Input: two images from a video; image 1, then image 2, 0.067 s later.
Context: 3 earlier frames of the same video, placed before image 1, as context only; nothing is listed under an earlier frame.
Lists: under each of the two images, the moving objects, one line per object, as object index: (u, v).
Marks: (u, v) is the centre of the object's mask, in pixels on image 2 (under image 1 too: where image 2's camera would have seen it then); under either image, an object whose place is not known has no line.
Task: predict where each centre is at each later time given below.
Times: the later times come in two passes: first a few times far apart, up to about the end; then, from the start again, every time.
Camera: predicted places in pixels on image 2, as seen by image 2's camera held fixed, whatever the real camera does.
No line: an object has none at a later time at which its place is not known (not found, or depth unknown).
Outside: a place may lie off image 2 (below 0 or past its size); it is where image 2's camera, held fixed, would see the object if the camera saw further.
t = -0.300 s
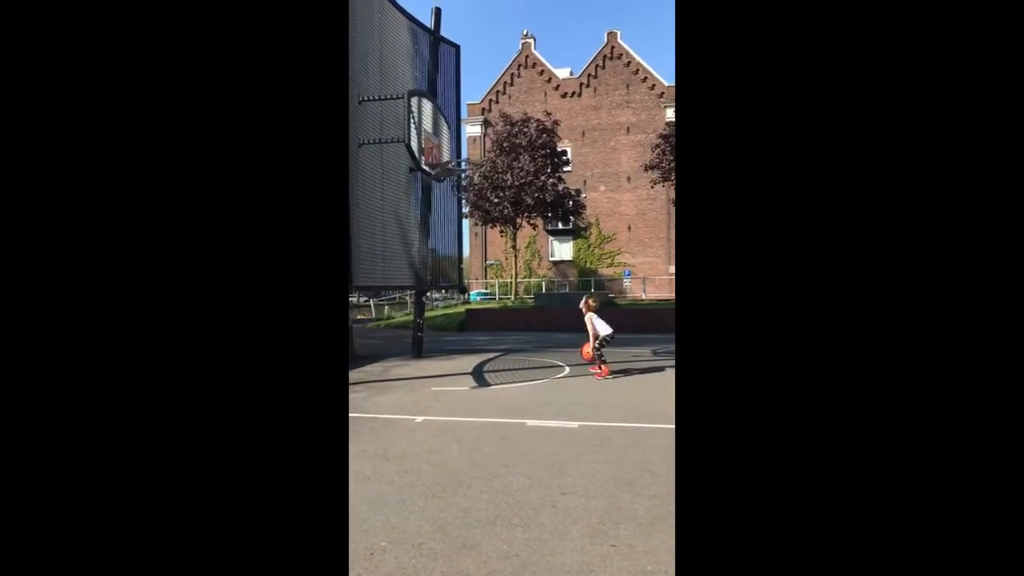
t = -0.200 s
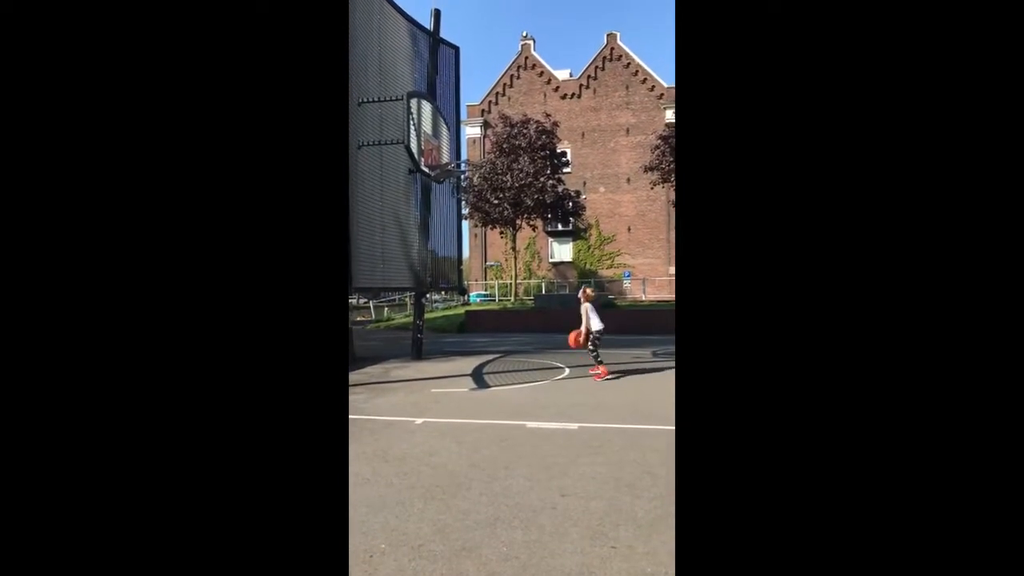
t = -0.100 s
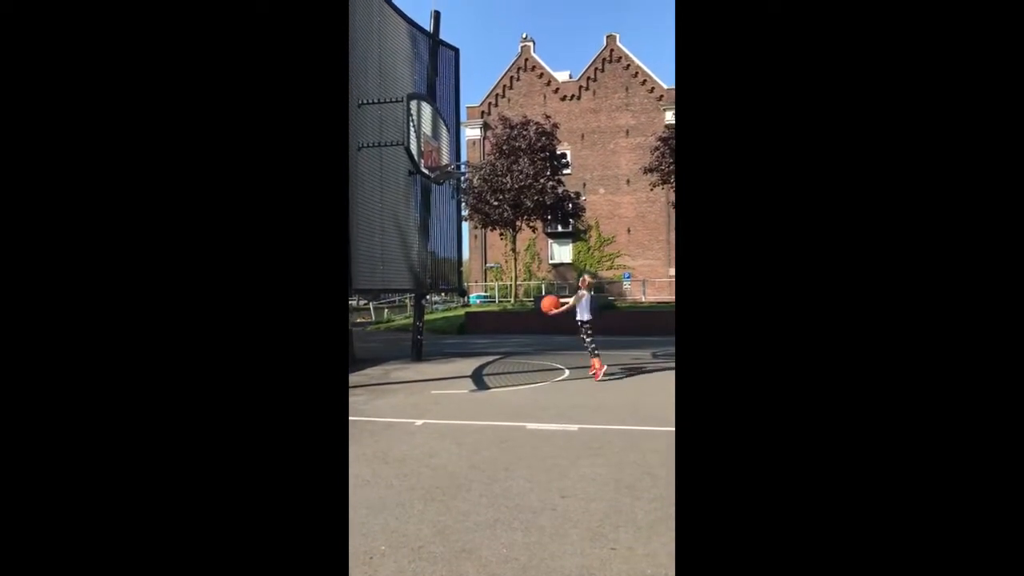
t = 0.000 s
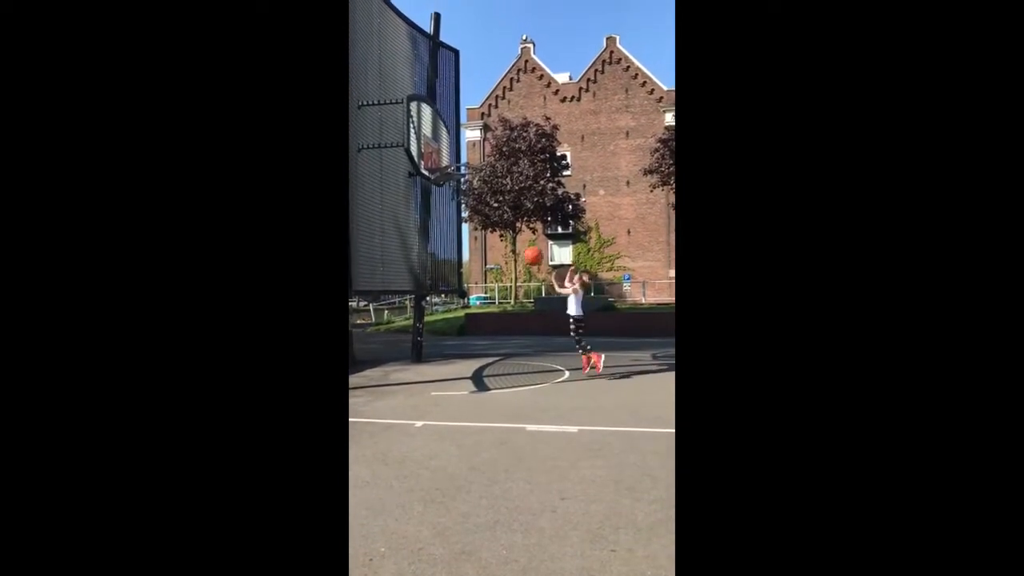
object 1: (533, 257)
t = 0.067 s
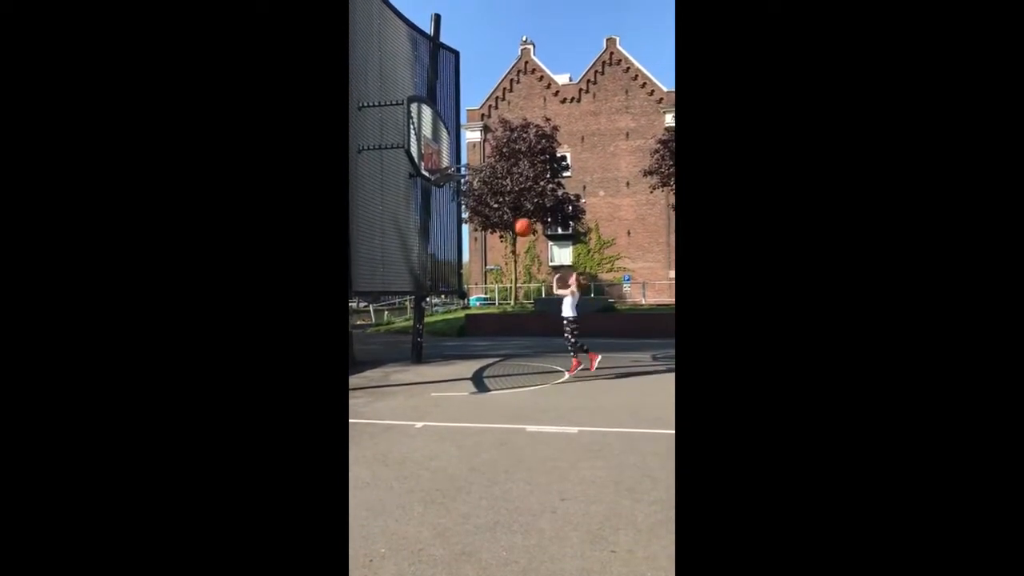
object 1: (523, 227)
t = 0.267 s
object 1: (494, 160)
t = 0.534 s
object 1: (457, 122)
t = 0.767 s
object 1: (446, 134)
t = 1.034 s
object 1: (460, 172)
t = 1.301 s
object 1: (455, 185)
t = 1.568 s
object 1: (462, 226)
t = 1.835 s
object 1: (467, 318)
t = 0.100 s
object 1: (518, 213)
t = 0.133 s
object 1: (514, 200)
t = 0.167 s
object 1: (507, 190)
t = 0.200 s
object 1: (502, 179)
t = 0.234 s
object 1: (498, 169)
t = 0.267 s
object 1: (494, 160)
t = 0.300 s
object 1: (490, 153)
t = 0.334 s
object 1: (485, 146)
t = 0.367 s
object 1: (480, 141)
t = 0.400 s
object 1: (475, 136)
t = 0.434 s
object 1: (471, 131)
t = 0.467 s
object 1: (465, 127)
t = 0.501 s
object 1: (461, 124)
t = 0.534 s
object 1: (457, 122)
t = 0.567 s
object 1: (452, 122)
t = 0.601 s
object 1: (448, 123)
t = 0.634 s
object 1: (444, 124)
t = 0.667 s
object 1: (440, 126)
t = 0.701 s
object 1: (439, 128)
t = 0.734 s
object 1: (442, 131)
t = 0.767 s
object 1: (446, 134)
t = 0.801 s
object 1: (451, 137)
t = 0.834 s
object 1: (455, 142)
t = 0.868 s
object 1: (459, 148)
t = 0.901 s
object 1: (463, 153)
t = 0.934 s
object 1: (468, 158)
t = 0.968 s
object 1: (468, 167)
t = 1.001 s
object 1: (464, 170)
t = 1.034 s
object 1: (460, 172)
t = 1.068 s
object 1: (456, 175)
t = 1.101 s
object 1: (453, 176)
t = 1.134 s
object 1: (452, 177)
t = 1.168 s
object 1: (452, 178)
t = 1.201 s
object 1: (452, 179)
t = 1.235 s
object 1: (453, 181)
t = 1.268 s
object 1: (454, 182)
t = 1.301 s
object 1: (455, 185)
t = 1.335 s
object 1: (456, 188)
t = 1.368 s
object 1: (457, 192)
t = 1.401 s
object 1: (458, 195)
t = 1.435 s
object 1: (458, 199)
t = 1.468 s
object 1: (459, 205)
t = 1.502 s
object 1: (460, 211)
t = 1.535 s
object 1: (461, 218)
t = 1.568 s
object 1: (462, 226)
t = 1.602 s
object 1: (462, 235)
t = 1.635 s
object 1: (462, 244)
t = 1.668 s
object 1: (464, 254)
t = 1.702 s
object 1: (464, 265)
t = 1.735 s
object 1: (465, 277)
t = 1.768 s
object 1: (466, 289)
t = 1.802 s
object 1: (466, 303)
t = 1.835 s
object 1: (467, 318)
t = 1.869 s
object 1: (468, 332)
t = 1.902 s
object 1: (469, 347)
